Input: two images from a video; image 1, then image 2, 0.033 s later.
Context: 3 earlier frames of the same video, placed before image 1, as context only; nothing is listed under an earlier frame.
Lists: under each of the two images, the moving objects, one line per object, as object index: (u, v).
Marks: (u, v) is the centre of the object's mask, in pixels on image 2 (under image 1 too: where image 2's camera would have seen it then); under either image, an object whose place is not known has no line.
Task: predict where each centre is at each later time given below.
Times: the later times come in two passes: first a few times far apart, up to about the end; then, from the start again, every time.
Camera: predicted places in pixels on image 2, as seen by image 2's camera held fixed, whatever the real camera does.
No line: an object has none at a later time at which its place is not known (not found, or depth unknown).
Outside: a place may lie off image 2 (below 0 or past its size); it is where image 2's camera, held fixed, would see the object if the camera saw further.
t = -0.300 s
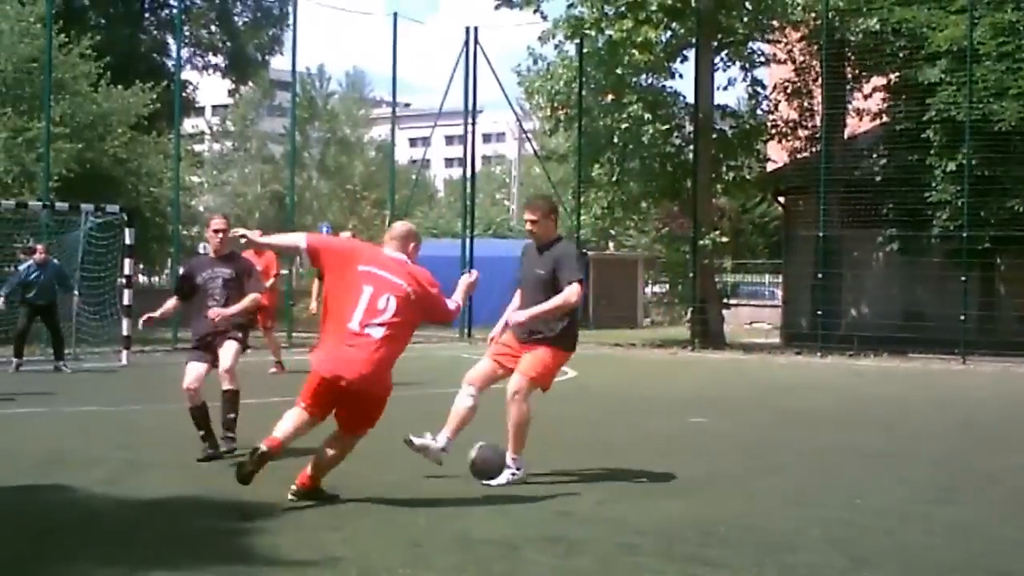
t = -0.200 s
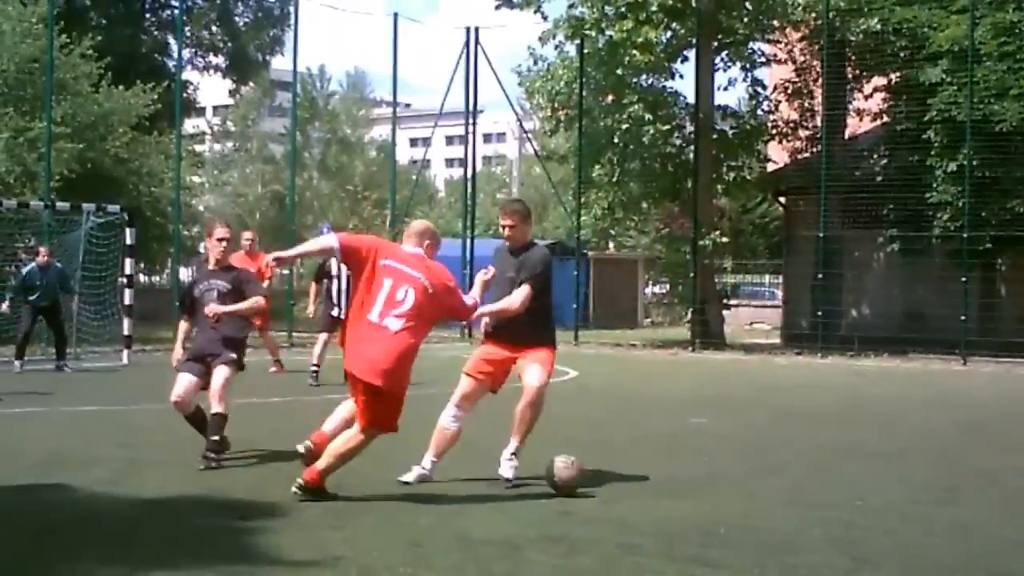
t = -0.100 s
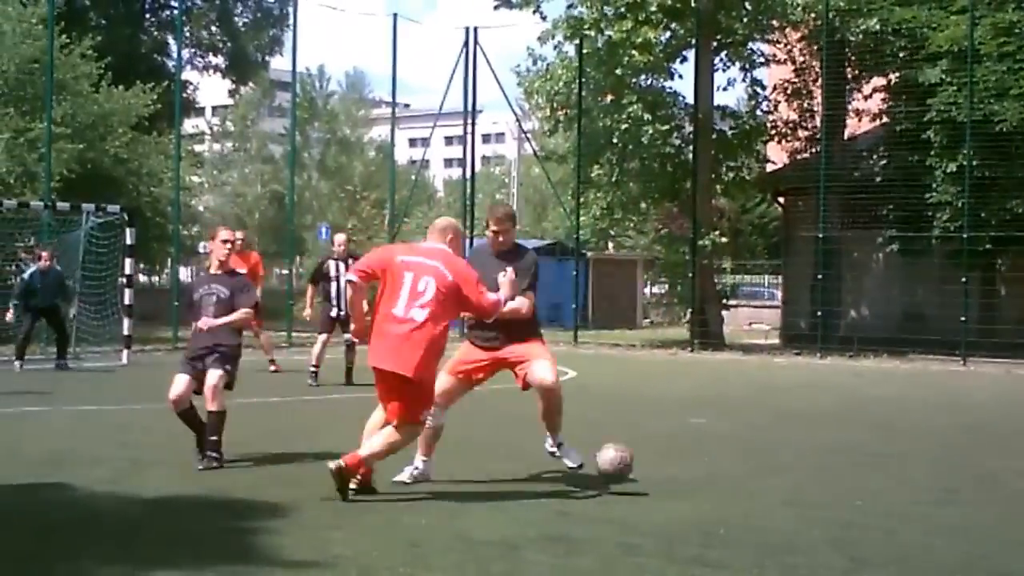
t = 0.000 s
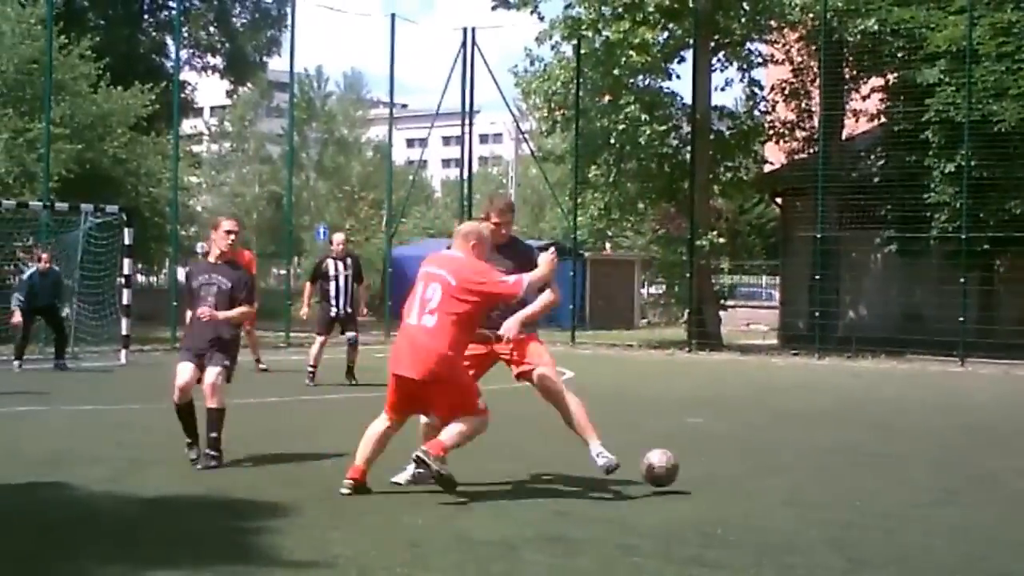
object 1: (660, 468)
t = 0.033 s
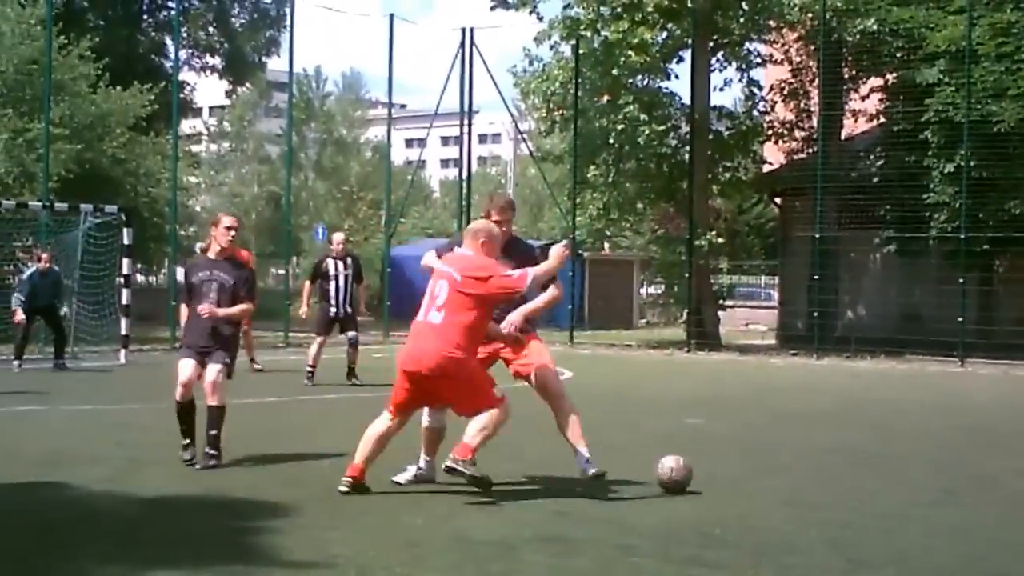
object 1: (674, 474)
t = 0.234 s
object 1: (732, 470)
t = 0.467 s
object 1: (796, 464)
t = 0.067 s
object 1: (685, 472)
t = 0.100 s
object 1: (695, 467)
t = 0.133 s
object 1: (705, 466)
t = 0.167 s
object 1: (714, 466)
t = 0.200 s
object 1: (723, 469)
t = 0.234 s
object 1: (732, 470)
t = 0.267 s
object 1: (742, 468)
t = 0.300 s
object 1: (752, 466)
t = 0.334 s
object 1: (761, 467)
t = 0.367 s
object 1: (771, 467)
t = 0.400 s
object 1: (780, 466)
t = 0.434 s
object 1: (787, 466)
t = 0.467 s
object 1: (796, 464)
